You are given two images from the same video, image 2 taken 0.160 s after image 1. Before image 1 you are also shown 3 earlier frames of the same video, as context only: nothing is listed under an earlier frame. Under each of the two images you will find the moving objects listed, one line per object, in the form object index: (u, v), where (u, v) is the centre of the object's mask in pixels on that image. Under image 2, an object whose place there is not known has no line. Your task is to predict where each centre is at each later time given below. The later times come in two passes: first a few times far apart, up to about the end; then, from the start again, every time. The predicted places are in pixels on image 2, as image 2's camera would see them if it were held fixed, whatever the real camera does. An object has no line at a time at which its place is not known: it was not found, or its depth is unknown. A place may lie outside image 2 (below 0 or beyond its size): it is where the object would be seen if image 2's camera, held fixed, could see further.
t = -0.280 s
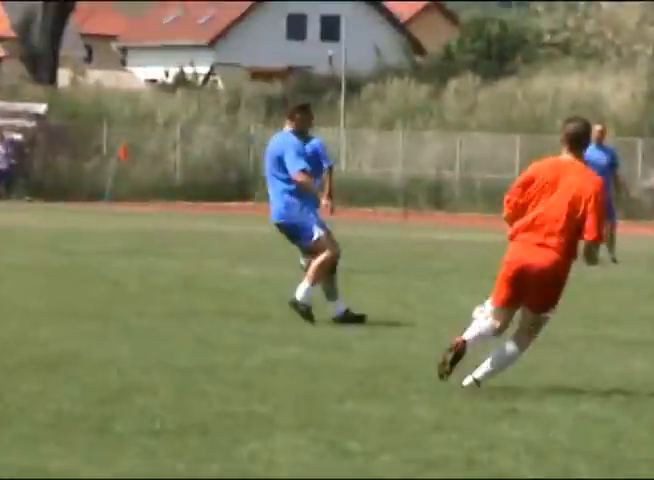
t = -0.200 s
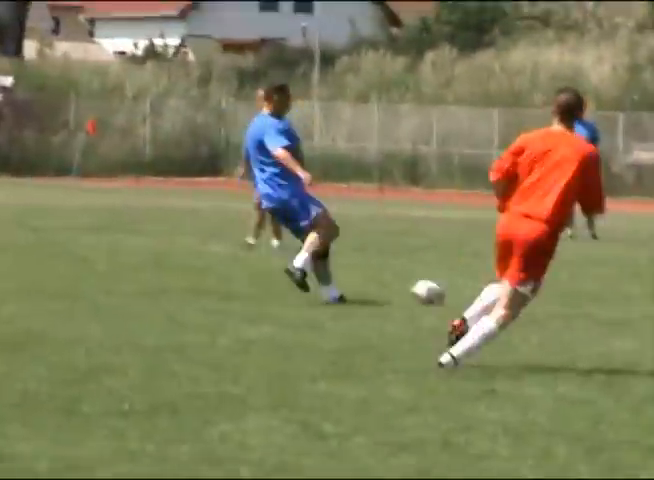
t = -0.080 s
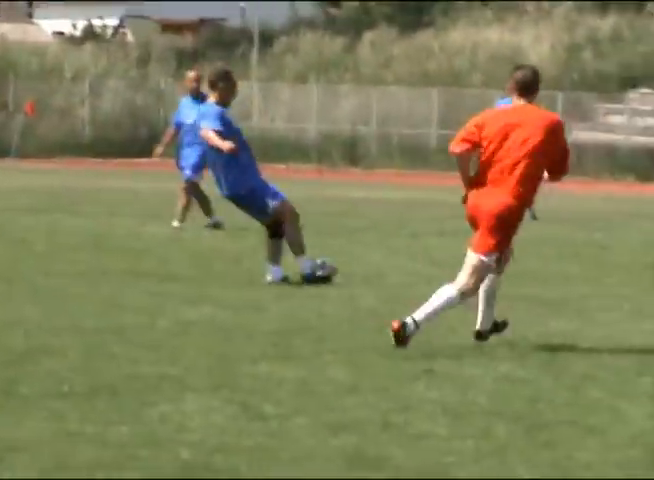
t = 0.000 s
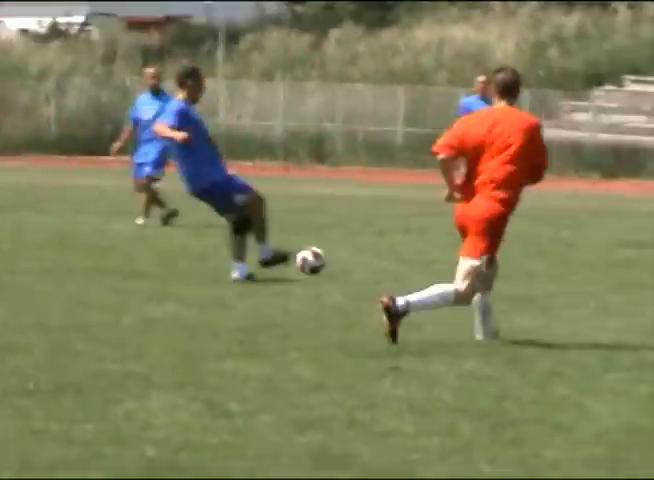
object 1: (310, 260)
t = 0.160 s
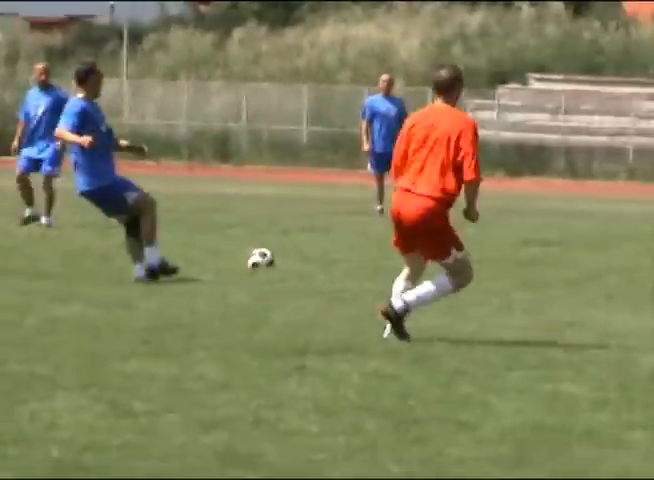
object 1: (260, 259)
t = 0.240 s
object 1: (276, 253)
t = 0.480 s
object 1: (312, 246)
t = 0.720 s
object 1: (337, 242)
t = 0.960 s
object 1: (356, 240)
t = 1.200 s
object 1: (373, 240)
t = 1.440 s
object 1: (389, 235)
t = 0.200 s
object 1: (269, 254)
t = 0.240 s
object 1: (276, 253)
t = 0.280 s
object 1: (282, 252)
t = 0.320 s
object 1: (290, 251)
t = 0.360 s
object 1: (296, 251)
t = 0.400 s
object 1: (303, 252)
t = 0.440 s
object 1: (308, 248)
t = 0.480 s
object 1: (312, 246)
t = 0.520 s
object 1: (317, 243)
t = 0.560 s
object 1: (321, 241)
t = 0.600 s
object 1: (325, 241)
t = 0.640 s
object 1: (329, 241)
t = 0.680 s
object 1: (333, 243)
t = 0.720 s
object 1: (337, 242)
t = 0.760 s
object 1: (340, 240)
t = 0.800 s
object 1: (344, 238)
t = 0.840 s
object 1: (347, 237)
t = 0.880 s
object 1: (350, 237)
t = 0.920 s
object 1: (354, 239)
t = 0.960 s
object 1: (356, 240)
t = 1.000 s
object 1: (359, 240)
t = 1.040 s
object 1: (362, 238)
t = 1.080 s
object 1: (365, 238)
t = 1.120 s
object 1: (367, 237)
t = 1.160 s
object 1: (370, 238)
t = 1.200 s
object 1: (373, 240)
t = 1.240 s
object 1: (375, 240)
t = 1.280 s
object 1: (378, 238)
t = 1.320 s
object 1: (381, 237)
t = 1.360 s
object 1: (384, 236)
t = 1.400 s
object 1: (386, 236)
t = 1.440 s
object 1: (389, 235)
